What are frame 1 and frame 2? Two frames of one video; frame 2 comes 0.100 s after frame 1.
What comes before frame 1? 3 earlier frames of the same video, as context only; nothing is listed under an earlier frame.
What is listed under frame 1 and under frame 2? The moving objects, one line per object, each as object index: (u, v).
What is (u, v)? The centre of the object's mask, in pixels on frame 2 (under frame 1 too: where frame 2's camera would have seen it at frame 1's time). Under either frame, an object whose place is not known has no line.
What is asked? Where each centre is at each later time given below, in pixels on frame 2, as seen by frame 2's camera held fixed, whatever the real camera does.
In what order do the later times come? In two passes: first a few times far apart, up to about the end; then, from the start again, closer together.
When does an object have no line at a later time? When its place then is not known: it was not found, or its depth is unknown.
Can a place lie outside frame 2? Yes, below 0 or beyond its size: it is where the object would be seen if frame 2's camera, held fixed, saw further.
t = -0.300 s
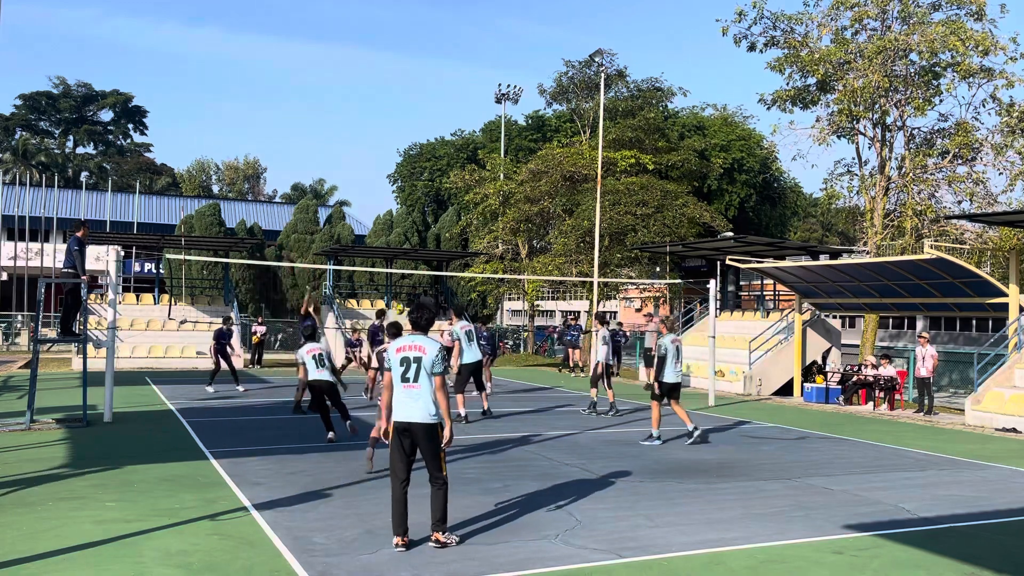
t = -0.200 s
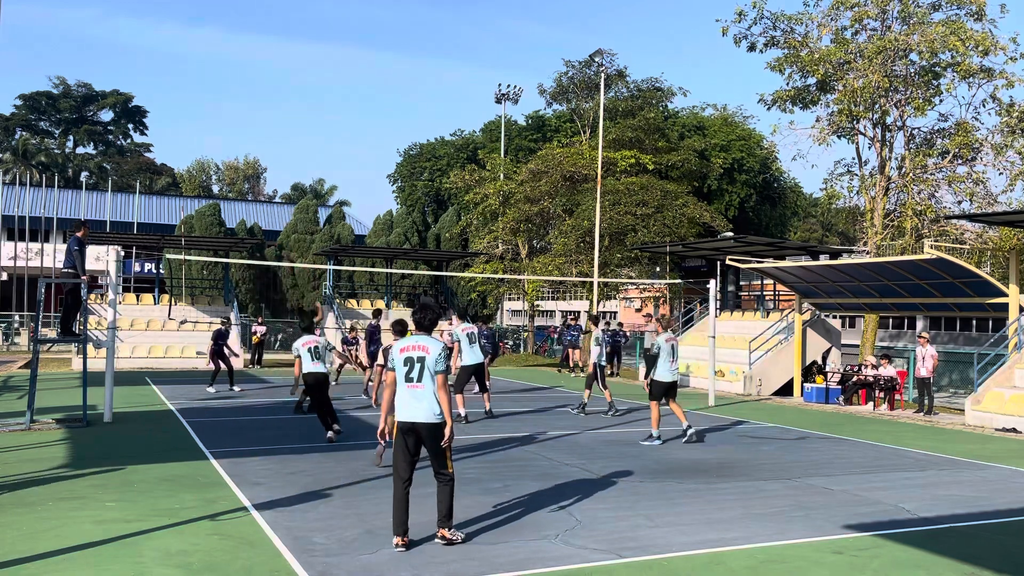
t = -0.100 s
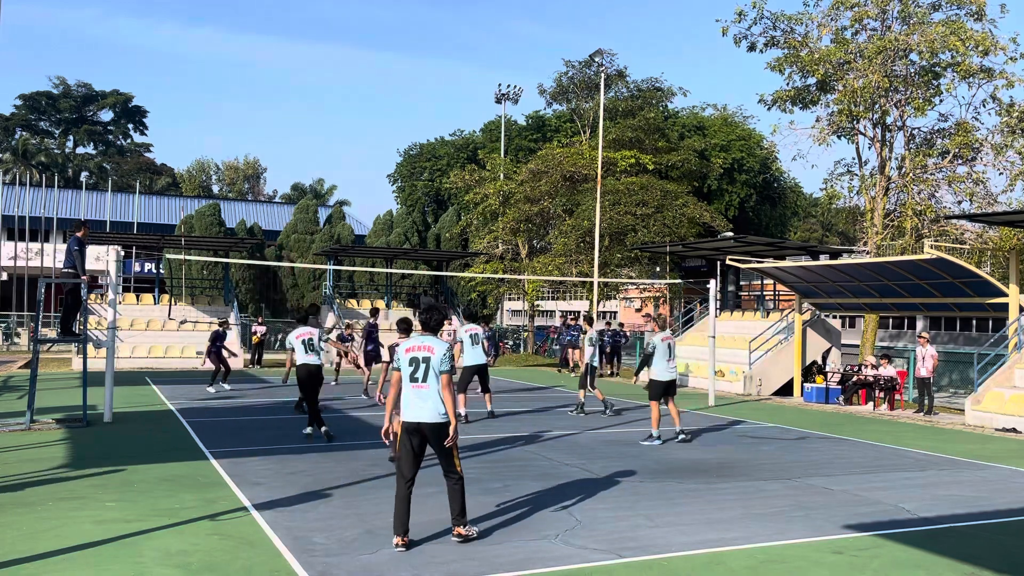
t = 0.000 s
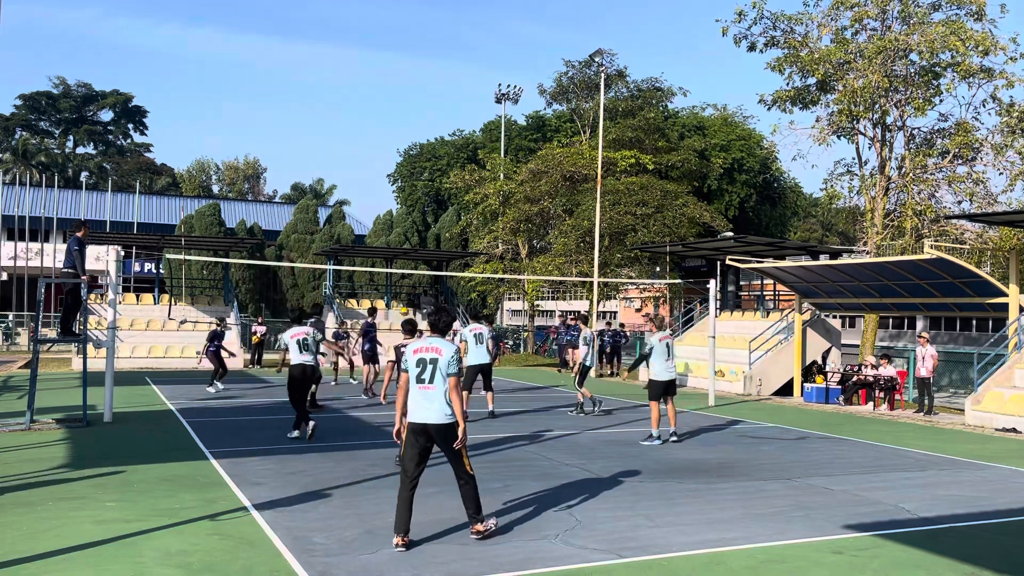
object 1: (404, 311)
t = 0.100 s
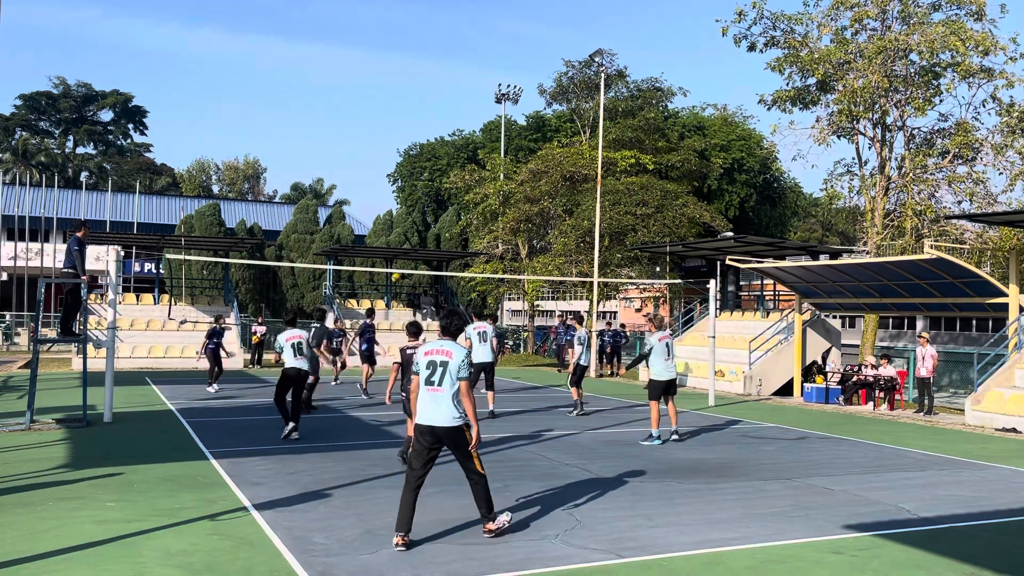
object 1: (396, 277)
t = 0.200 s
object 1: (387, 246)
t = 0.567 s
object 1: (356, 167)
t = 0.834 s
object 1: (333, 144)
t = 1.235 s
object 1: (296, 172)
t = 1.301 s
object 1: (290, 184)
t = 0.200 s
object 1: (387, 246)
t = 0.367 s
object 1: (373, 204)
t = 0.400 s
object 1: (370, 197)
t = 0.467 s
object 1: (364, 184)
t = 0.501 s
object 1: (362, 177)
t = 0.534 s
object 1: (359, 172)
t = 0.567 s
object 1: (356, 167)
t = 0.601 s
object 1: (353, 163)
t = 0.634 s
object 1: (350, 158)
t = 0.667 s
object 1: (348, 155)
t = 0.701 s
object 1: (345, 152)
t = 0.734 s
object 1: (342, 149)
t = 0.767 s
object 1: (339, 147)
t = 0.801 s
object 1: (336, 145)
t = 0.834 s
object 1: (333, 144)
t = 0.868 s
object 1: (330, 144)
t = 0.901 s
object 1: (327, 143)
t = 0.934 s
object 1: (324, 143)
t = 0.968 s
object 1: (321, 144)
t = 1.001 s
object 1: (318, 146)
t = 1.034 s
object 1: (315, 148)
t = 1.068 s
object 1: (312, 150)
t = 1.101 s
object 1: (309, 154)
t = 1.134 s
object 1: (306, 157)
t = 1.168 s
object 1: (303, 161)
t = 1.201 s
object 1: (300, 166)
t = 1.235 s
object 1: (296, 172)
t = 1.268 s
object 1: (293, 178)
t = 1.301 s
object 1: (290, 184)
